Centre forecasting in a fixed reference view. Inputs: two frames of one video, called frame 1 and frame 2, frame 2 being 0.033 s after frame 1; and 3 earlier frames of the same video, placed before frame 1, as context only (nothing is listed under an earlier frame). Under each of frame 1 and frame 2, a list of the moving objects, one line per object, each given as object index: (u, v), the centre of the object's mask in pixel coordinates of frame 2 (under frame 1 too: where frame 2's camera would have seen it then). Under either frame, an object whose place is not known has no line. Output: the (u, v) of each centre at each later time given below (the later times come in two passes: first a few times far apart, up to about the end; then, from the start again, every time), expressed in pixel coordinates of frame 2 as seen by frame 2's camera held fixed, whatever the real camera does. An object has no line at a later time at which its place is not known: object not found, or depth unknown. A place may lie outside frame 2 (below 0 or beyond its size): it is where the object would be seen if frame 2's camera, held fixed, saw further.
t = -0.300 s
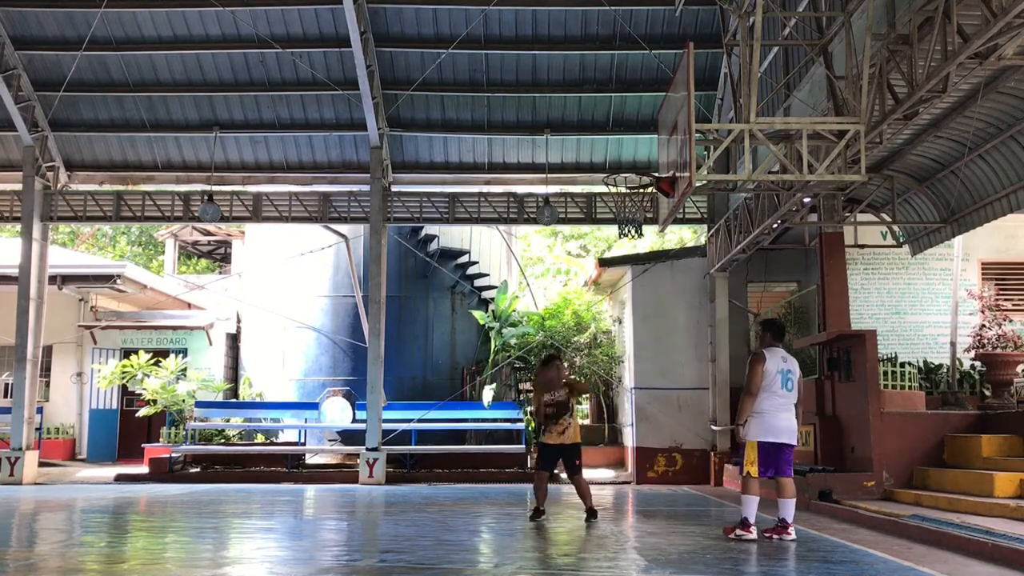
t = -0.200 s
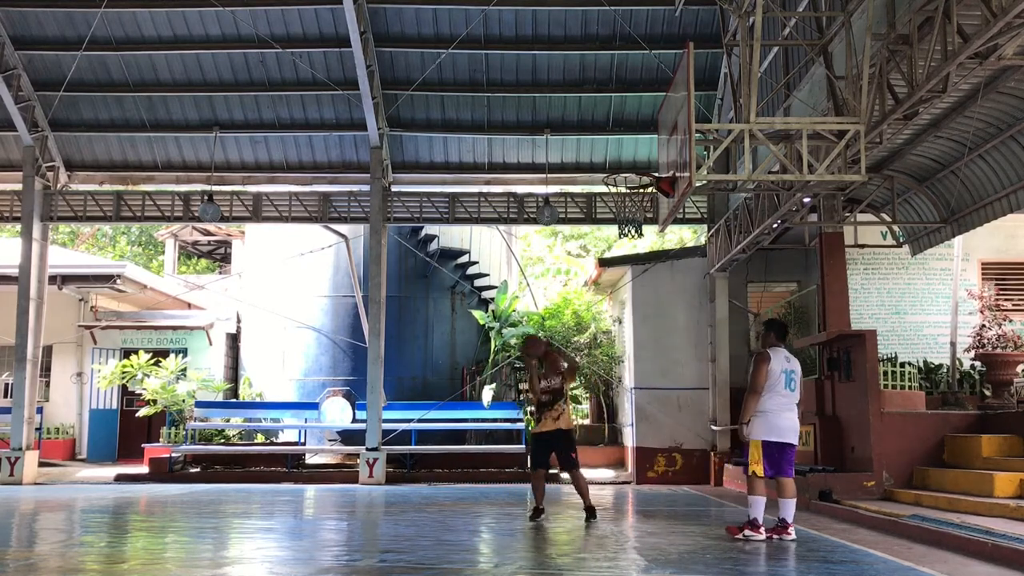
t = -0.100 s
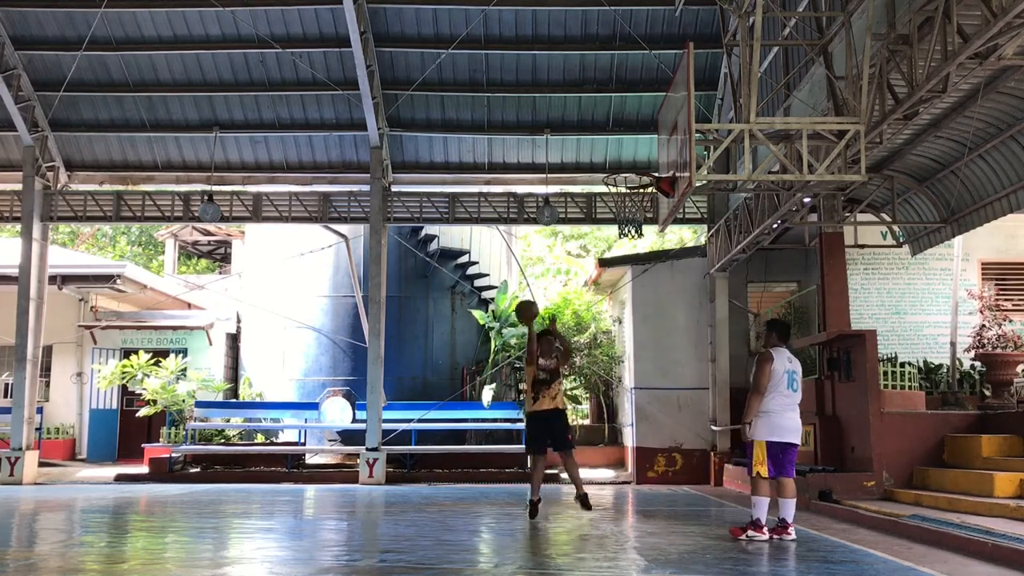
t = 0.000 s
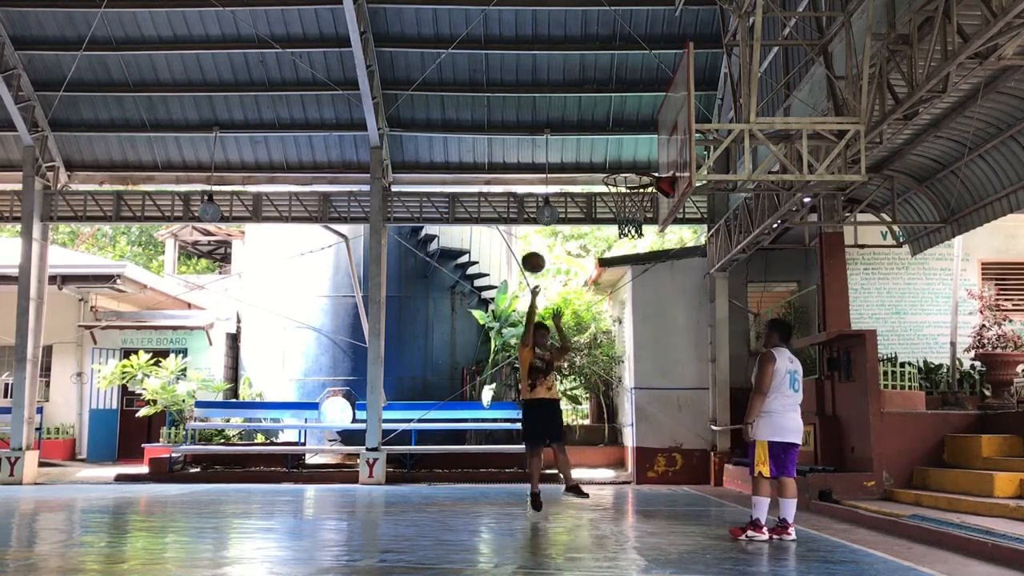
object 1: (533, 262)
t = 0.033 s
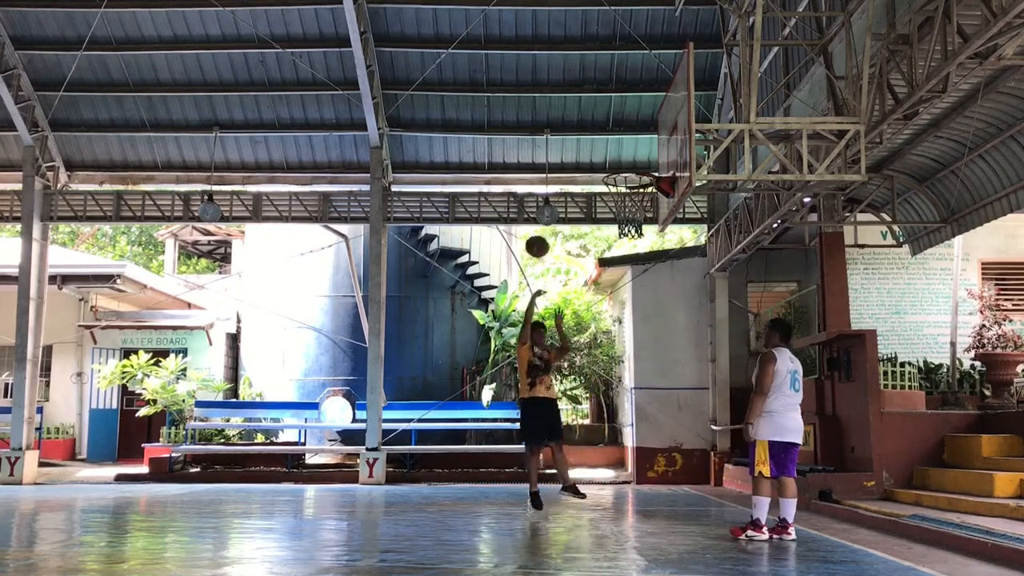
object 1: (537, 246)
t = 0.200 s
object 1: (556, 183)
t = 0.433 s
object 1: (582, 139)
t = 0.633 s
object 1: (606, 142)
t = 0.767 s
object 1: (622, 168)
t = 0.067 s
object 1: (540, 231)
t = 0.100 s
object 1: (546, 216)
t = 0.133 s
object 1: (547, 206)
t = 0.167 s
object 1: (552, 193)
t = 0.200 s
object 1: (556, 183)
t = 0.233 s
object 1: (560, 173)
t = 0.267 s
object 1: (564, 165)
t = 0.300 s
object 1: (567, 157)
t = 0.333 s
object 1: (571, 151)
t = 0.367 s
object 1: (575, 145)
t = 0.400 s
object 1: (579, 141)
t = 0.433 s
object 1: (582, 139)
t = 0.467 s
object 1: (586, 138)
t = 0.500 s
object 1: (590, 137)
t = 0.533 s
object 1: (594, 138)
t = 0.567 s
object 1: (598, 139)
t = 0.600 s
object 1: (602, 139)
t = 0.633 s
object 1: (606, 142)
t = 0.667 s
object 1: (610, 147)
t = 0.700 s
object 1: (614, 154)
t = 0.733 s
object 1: (618, 159)
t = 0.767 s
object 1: (622, 168)
